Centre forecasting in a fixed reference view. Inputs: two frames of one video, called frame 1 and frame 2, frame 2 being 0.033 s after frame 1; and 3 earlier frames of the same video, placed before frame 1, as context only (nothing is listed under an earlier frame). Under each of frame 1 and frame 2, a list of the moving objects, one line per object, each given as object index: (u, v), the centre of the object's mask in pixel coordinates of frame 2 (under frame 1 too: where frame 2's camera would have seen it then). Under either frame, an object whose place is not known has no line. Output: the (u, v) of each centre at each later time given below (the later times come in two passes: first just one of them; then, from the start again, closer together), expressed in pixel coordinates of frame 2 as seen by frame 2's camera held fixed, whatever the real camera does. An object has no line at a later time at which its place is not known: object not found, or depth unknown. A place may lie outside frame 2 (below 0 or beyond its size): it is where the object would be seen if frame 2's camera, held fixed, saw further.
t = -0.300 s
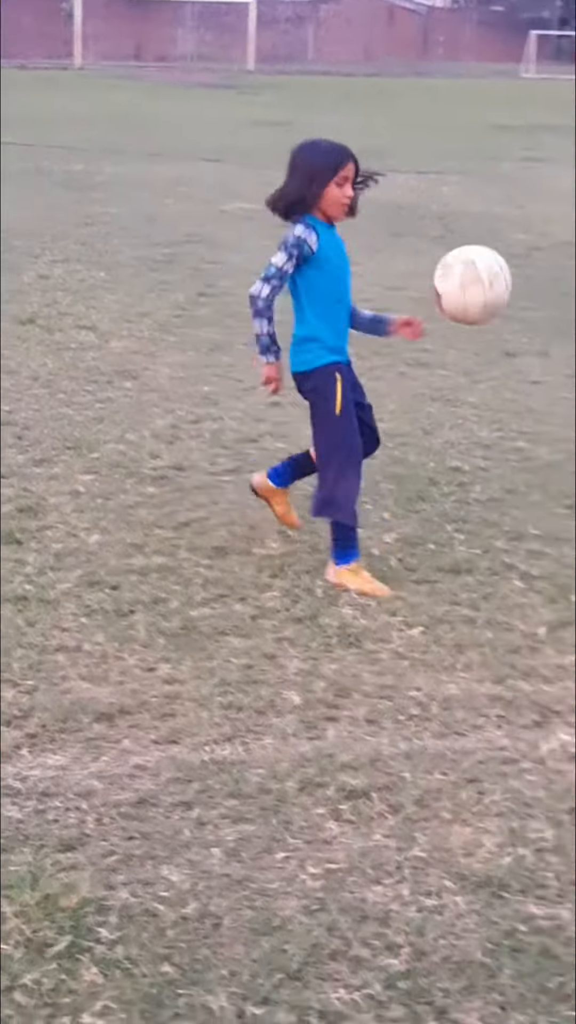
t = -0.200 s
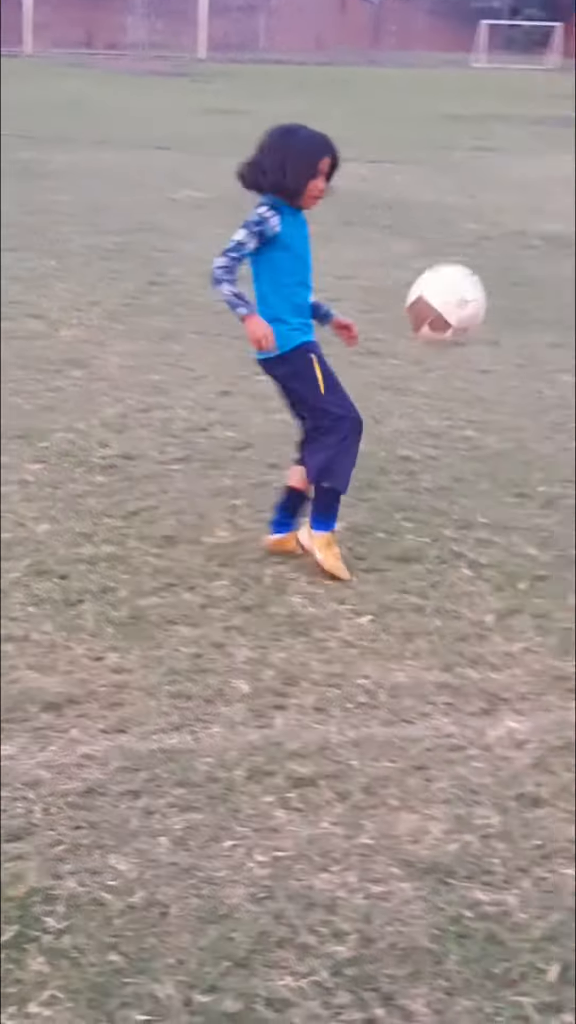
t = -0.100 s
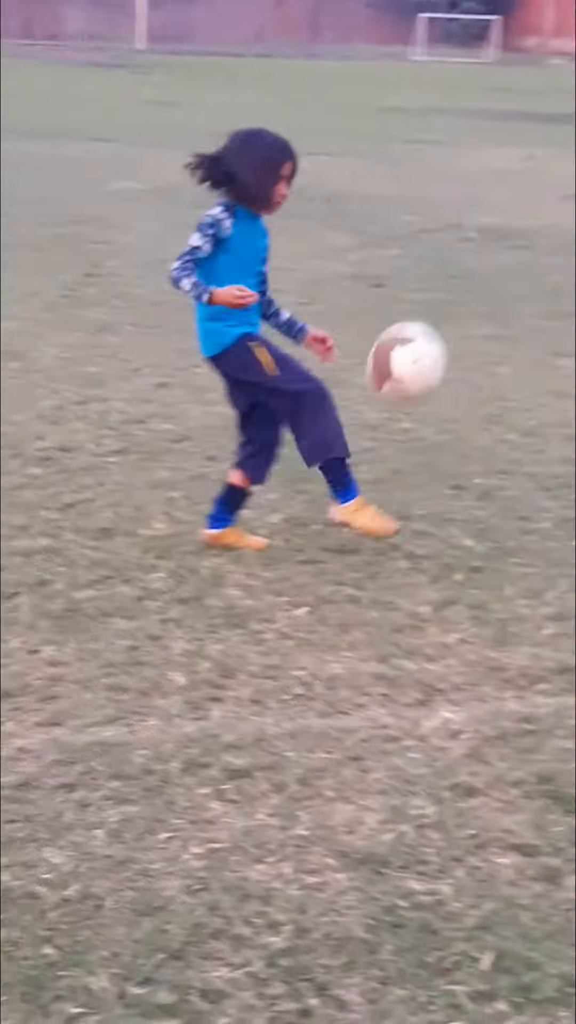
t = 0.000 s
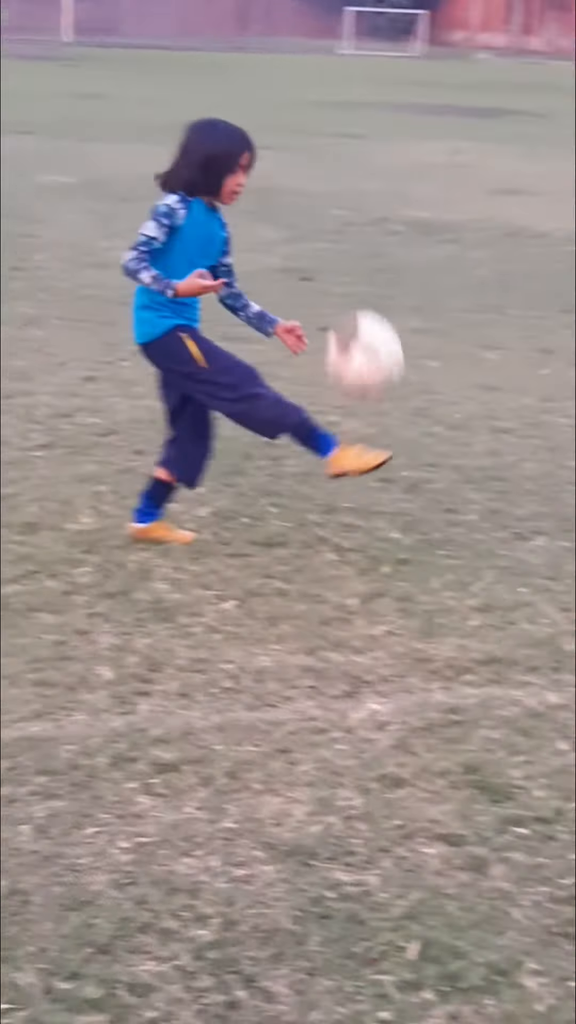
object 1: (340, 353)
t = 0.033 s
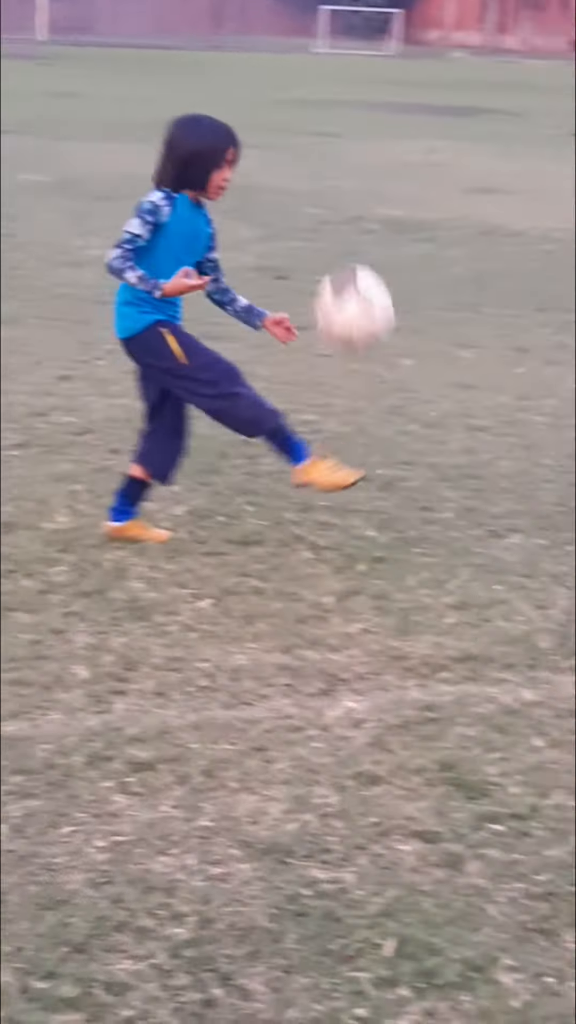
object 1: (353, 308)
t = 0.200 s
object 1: (420, 143)
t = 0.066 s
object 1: (367, 268)
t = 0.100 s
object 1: (381, 232)
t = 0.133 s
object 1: (394, 199)
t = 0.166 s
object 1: (407, 169)
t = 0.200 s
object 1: (420, 143)
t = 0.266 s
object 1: (446, 106)
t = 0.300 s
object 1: (459, 92)
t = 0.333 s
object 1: (472, 81)
